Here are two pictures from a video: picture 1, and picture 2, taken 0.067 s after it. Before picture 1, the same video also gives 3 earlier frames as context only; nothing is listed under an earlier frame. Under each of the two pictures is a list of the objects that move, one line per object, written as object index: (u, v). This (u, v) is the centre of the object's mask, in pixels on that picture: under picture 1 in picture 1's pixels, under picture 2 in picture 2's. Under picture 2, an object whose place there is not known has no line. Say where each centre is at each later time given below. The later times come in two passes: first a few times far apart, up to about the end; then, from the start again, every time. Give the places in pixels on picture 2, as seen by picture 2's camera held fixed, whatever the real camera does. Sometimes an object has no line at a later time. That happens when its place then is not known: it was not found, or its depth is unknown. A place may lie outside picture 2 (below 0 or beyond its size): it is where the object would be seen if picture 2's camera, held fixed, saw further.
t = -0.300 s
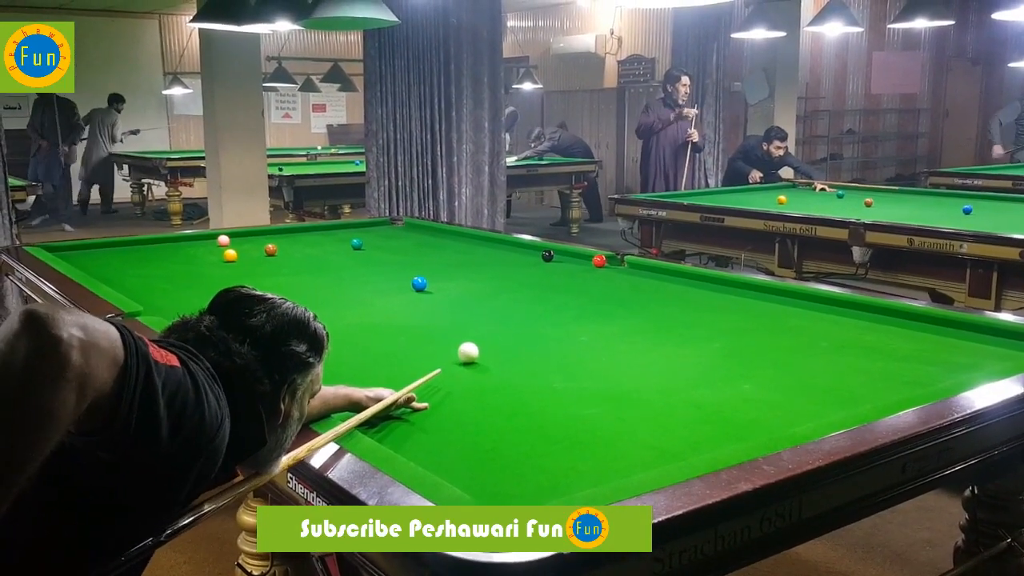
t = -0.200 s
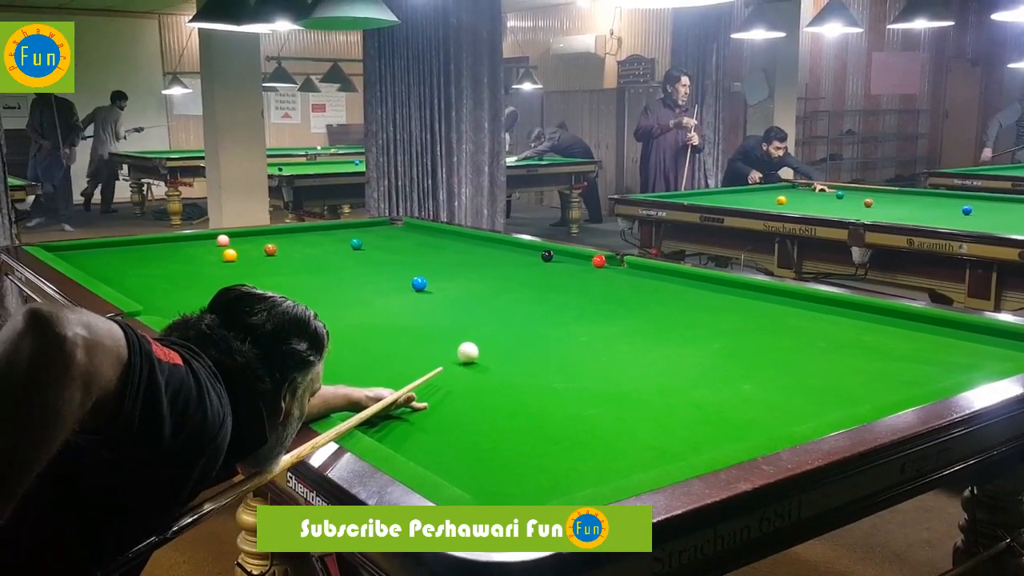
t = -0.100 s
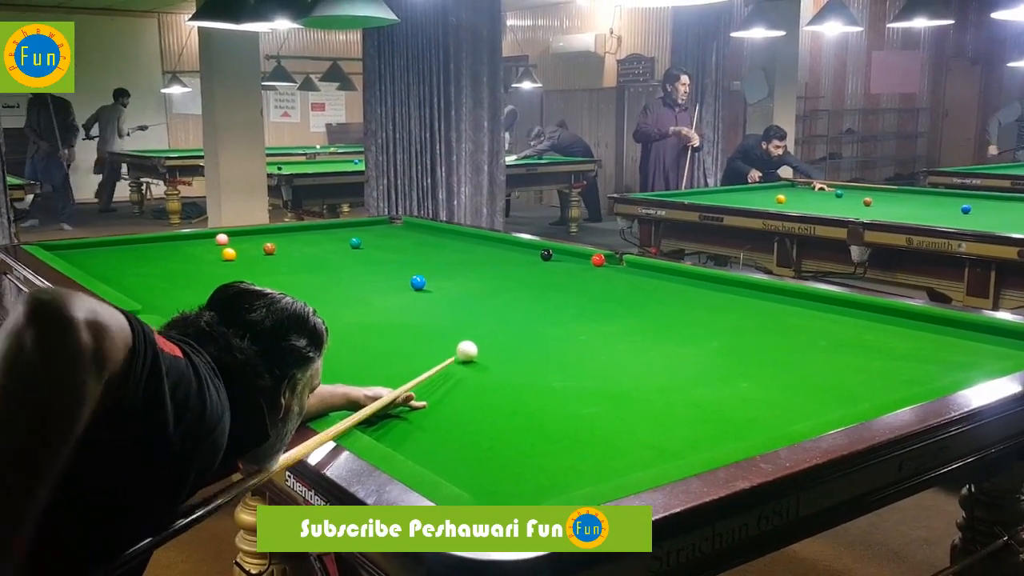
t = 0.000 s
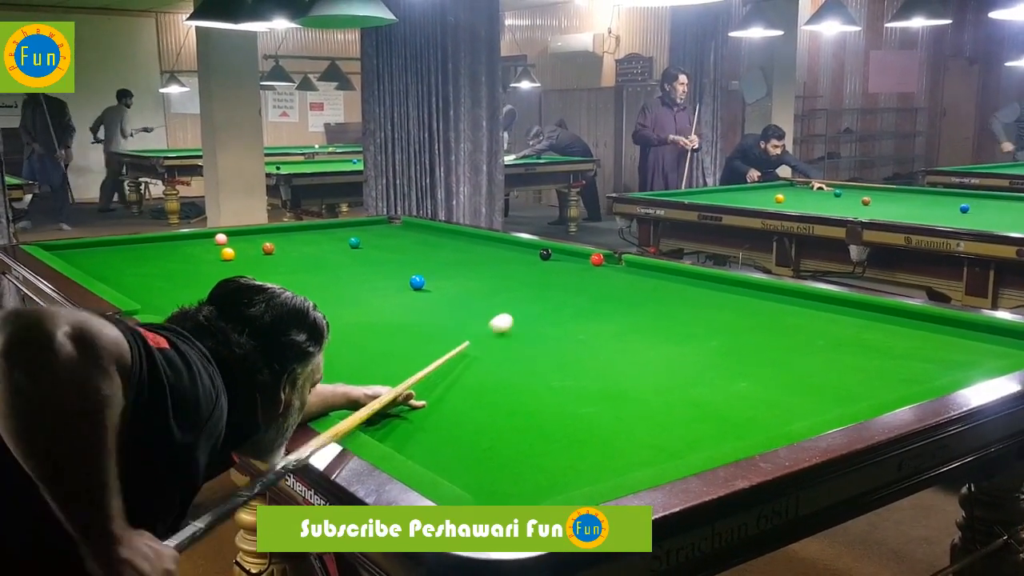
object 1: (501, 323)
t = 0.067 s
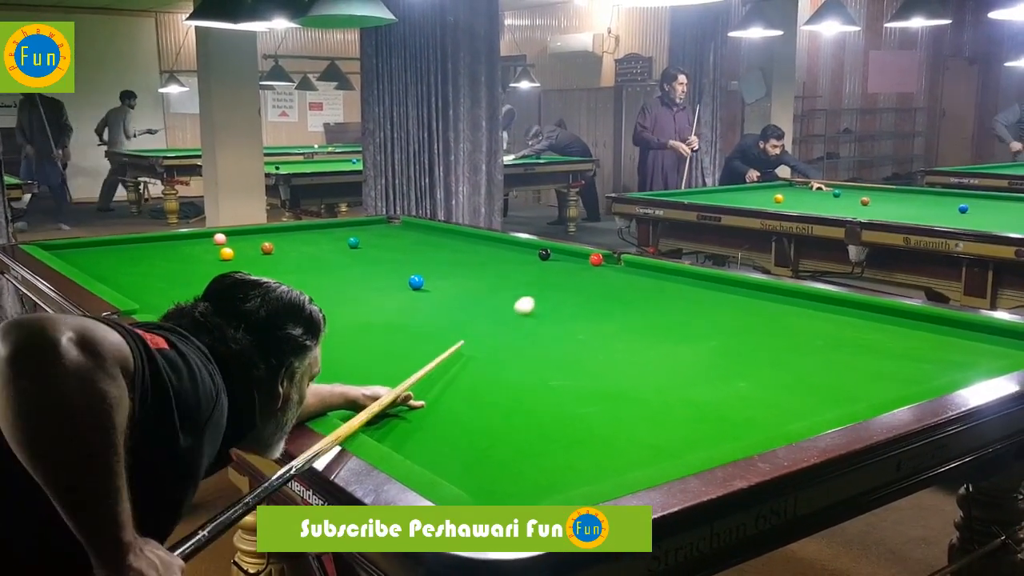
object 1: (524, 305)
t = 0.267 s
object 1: (574, 269)
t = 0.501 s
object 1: (557, 251)
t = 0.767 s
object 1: (498, 246)
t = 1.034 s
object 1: (437, 244)
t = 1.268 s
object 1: (388, 241)
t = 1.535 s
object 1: (336, 238)
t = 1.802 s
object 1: (288, 235)
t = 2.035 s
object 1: (249, 233)
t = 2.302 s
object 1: (218, 232)
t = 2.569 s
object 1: (203, 239)
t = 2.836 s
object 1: (188, 245)
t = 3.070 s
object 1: (177, 249)
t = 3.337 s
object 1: (161, 254)
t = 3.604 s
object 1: (143, 260)
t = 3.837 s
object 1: (129, 265)
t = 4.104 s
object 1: (114, 271)
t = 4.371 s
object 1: (99, 275)
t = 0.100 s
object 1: (535, 298)
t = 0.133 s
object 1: (544, 291)
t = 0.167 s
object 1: (552, 285)
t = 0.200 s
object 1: (560, 279)
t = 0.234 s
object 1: (568, 274)
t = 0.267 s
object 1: (574, 269)
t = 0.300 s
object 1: (580, 265)
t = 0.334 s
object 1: (584, 261)
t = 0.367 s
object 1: (577, 258)
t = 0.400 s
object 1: (568, 257)
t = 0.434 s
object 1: (560, 255)
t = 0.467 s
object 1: (557, 253)
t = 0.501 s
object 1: (557, 251)
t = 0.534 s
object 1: (555, 250)
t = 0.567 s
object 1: (546, 249)
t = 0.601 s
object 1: (537, 249)
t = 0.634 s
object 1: (529, 249)
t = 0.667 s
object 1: (520, 248)
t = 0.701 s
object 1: (513, 248)
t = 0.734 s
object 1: (506, 247)
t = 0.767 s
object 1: (498, 246)
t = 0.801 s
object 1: (490, 246)
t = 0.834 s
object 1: (482, 245)
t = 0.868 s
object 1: (473, 245)
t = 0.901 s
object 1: (466, 245)
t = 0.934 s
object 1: (459, 245)
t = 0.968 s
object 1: (451, 245)
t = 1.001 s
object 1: (444, 244)
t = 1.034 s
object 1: (437, 244)
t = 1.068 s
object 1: (430, 244)
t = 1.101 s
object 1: (423, 243)
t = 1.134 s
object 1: (416, 243)
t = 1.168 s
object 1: (409, 242)
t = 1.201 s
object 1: (402, 242)
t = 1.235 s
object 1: (395, 242)
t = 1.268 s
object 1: (388, 241)
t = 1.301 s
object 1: (382, 241)
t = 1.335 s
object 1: (375, 241)
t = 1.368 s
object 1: (369, 240)
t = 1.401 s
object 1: (363, 239)
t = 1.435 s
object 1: (357, 237)
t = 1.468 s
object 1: (347, 237)
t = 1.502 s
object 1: (342, 238)
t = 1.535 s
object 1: (336, 238)
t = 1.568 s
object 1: (330, 238)
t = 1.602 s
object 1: (324, 237)
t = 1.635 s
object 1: (318, 237)
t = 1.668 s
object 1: (312, 237)
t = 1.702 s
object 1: (306, 236)
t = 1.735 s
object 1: (300, 236)
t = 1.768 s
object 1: (294, 236)
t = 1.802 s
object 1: (288, 235)
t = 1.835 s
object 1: (282, 235)
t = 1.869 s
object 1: (277, 235)
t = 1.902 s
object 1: (271, 235)
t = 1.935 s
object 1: (265, 234)
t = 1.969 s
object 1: (260, 234)
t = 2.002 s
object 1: (254, 233)
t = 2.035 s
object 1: (249, 233)
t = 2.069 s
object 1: (243, 233)
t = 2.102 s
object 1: (238, 233)
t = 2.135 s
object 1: (233, 232)
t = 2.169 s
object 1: (228, 232)
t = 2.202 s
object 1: (224, 231)
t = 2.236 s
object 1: (222, 232)
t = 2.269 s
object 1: (221, 231)
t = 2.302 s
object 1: (218, 232)
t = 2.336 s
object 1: (216, 233)
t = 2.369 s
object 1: (214, 234)
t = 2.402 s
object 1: (212, 235)
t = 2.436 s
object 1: (210, 236)
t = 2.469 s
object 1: (209, 237)
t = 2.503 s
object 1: (207, 238)
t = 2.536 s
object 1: (206, 238)
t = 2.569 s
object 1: (203, 239)
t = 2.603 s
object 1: (202, 240)
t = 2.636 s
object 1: (200, 241)
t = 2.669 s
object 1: (198, 241)
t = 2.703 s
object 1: (196, 242)
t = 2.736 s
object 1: (194, 242)
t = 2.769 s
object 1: (192, 243)
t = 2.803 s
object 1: (190, 244)
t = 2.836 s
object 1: (188, 245)
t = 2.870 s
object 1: (186, 245)
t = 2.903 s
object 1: (184, 246)
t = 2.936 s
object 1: (182, 247)
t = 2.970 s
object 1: (180, 247)
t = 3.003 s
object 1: (179, 248)
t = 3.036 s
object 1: (178, 248)
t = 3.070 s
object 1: (177, 249)
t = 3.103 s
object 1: (175, 250)
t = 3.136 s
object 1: (173, 250)
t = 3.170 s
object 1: (171, 251)
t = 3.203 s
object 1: (169, 251)
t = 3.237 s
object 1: (167, 252)
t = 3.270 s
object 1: (165, 253)
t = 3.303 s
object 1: (163, 254)
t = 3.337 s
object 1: (161, 254)
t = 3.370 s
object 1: (159, 255)
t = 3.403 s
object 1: (157, 256)
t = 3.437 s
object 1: (155, 257)
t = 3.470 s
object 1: (152, 257)
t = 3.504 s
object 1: (150, 258)
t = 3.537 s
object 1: (148, 259)
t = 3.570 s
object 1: (146, 259)
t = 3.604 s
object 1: (143, 260)
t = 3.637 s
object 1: (141, 261)
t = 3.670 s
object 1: (139, 262)
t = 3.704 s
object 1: (138, 262)
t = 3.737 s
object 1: (135, 263)
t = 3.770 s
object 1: (133, 264)
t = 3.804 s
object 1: (131, 264)
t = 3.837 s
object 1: (129, 265)
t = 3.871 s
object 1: (128, 266)
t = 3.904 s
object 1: (126, 266)
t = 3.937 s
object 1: (123, 267)
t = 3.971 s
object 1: (122, 268)
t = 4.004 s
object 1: (119, 269)
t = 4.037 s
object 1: (118, 269)
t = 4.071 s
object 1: (115, 270)
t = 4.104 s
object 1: (114, 271)
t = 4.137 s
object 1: (111, 271)
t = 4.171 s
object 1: (109, 272)
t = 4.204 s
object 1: (107, 273)
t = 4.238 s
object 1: (106, 273)
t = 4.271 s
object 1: (104, 274)
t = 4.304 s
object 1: (102, 274)
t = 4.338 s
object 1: (100, 275)
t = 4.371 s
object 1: (99, 275)
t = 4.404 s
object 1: (98, 275)
